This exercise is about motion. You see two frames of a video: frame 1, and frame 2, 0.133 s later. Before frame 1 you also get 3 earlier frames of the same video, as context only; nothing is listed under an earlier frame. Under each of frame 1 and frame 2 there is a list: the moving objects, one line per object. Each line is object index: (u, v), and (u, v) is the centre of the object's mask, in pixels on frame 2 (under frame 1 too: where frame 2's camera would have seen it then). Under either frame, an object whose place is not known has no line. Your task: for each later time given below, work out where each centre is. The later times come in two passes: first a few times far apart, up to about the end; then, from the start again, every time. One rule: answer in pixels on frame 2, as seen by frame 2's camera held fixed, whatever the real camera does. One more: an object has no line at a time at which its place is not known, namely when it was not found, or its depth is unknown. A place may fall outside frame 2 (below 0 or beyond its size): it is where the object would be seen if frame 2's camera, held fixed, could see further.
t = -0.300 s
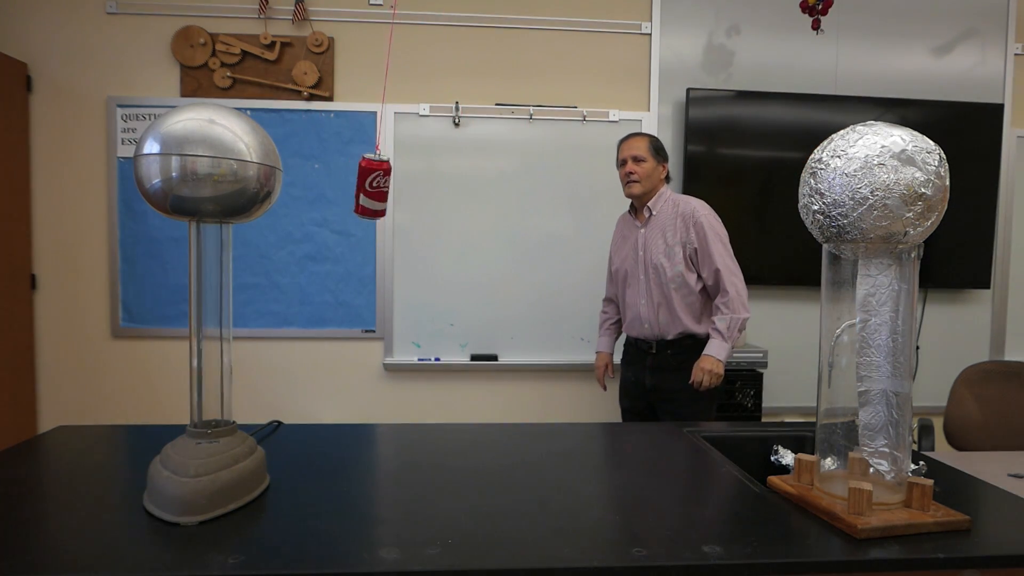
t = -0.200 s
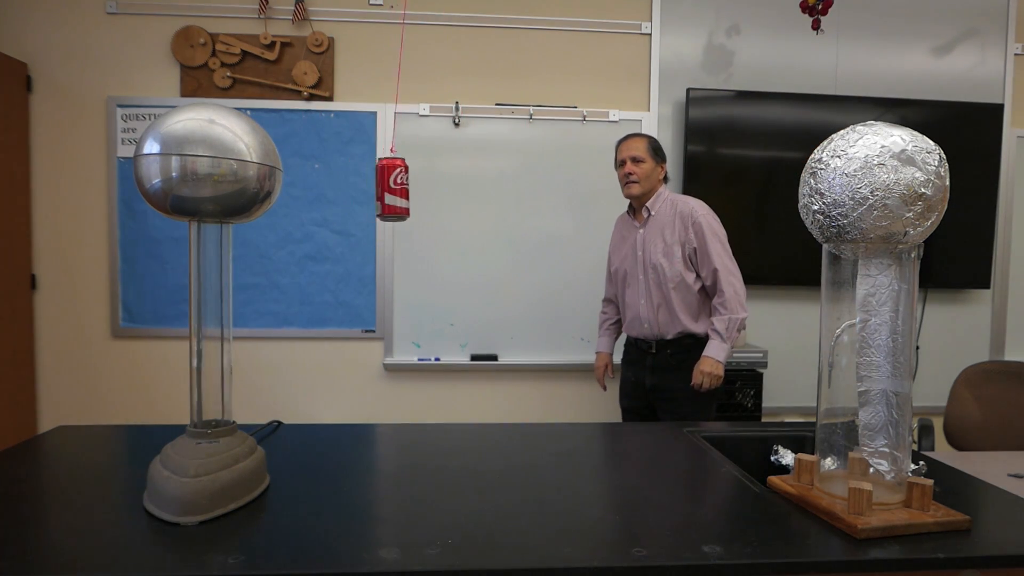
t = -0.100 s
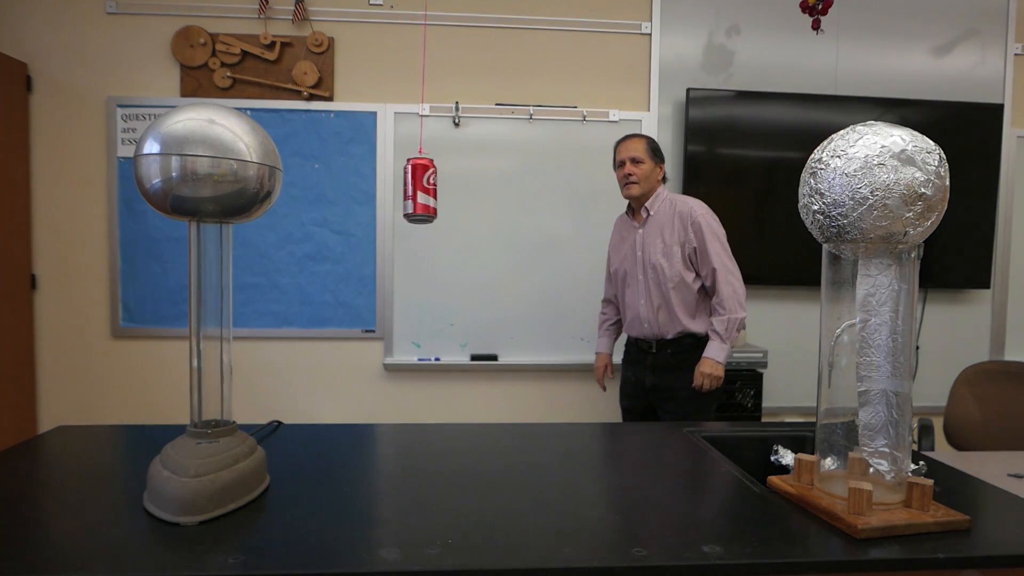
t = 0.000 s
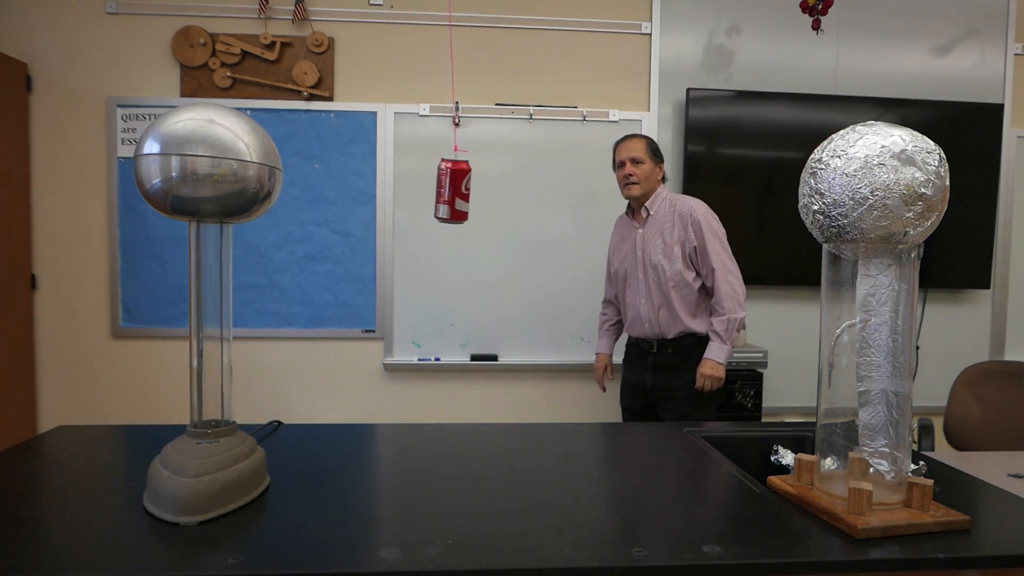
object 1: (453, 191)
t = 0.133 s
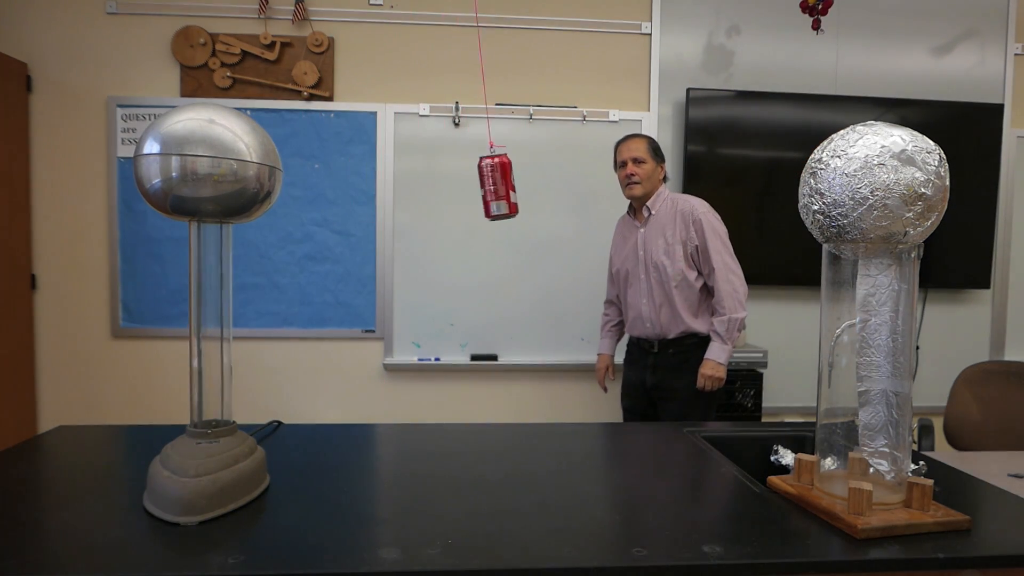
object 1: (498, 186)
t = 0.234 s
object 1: (527, 181)
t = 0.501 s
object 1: (563, 172)
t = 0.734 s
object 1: (533, 180)
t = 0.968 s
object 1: (465, 189)
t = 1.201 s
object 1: (401, 189)
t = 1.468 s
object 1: (377, 188)
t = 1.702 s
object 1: (409, 191)
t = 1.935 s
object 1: (468, 191)
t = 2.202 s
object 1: (522, 185)
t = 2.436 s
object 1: (531, 182)
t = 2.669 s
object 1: (500, 185)
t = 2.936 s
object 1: (440, 187)
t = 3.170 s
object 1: (406, 189)
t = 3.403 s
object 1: (412, 191)
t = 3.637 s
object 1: (452, 192)
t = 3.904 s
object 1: (504, 189)
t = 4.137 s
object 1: (526, 186)
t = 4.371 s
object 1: (514, 186)
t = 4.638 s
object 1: (466, 189)
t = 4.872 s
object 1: (422, 189)
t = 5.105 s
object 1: (406, 188)
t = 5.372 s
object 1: (432, 190)
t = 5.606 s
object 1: (475, 190)
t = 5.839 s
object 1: (508, 188)
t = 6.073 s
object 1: (515, 186)
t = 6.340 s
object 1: (487, 190)
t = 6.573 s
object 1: (446, 191)
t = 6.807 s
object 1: (415, 190)
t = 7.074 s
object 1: (416, 189)
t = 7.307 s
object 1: (447, 189)
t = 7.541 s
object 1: (486, 189)
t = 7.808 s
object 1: (509, 187)
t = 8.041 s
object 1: (500, 189)
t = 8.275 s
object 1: (469, 192)
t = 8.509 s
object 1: (434, 192)
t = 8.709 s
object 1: (417, 191)
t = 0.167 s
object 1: (508, 185)
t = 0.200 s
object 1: (518, 183)
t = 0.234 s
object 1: (527, 181)
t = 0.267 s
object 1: (535, 179)
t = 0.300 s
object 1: (542, 179)
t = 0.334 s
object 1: (549, 177)
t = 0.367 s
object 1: (554, 175)
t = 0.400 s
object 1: (558, 174)
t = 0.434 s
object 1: (560, 173)
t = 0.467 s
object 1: (562, 172)
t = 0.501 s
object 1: (563, 172)
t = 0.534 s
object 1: (562, 173)
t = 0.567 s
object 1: (560, 174)
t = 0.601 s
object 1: (557, 175)
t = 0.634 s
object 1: (552, 175)
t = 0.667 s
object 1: (547, 177)
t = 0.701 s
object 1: (541, 178)
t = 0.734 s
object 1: (533, 180)
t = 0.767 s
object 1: (525, 181)
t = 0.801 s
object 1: (516, 183)
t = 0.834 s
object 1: (507, 184)
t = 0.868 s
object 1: (497, 186)
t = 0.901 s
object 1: (486, 187)
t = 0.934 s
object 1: (476, 189)
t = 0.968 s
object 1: (465, 189)
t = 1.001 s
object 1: (455, 190)
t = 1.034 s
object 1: (444, 190)
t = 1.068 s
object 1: (434, 190)
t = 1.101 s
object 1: (425, 191)
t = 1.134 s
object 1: (416, 190)
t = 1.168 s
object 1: (408, 190)
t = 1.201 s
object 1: (401, 189)
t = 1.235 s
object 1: (394, 189)
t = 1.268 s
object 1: (389, 189)
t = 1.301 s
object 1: (384, 188)
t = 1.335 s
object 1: (381, 188)
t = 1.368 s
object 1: (378, 188)
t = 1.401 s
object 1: (377, 188)
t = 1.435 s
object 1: (377, 188)
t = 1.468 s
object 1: (377, 188)
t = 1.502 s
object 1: (379, 189)
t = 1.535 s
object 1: (382, 189)
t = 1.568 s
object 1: (385, 189)
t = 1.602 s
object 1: (390, 190)
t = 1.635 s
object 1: (395, 190)
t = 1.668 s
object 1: (402, 191)
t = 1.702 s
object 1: (409, 191)
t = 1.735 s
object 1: (416, 191)
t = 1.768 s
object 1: (425, 191)
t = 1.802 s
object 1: (433, 192)
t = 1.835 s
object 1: (442, 192)
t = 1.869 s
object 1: (451, 192)
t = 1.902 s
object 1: (460, 192)
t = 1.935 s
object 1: (468, 191)
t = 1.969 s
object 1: (477, 190)
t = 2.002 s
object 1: (485, 190)
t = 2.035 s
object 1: (492, 190)
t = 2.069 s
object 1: (500, 189)
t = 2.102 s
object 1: (506, 188)
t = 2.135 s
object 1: (512, 187)
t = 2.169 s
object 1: (517, 186)
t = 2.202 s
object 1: (522, 185)
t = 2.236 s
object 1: (526, 185)
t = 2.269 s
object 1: (529, 184)
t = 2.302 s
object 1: (531, 183)
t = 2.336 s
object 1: (532, 183)
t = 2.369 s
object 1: (533, 182)
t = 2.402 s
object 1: (532, 182)
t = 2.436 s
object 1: (531, 182)
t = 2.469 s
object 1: (529, 183)
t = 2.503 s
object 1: (526, 183)
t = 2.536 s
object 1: (522, 183)
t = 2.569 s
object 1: (518, 183)
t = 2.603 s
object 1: (512, 184)
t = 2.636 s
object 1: (506, 185)
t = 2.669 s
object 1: (500, 185)
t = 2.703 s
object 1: (493, 186)
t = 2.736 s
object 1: (486, 185)
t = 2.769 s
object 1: (478, 186)
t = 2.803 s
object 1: (471, 187)
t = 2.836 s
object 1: (463, 188)
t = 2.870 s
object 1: (455, 188)
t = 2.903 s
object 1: (448, 188)
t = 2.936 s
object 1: (440, 187)
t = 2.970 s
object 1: (433, 188)
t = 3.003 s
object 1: (427, 188)
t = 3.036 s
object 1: (421, 188)
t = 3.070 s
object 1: (416, 189)
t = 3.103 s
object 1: (412, 188)
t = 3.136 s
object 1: (408, 188)
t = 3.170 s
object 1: (406, 189)
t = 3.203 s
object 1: (404, 189)
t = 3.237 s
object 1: (403, 189)
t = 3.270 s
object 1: (403, 189)
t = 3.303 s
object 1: (404, 189)
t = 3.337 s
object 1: (406, 190)
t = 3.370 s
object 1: (409, 190)
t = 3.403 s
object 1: (412, 191)
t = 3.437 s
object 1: (416, 191)
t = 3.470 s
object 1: (421, 192)
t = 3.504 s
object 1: (426, 192)
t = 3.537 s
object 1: (432, 192)
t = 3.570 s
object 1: (439, 192)
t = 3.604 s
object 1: (445, 193)
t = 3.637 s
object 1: (452, 192)
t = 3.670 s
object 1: (459, 192)
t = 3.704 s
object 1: (466, 191)
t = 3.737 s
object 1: (473, 191)
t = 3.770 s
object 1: (480, 191)
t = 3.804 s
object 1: (486, 191)
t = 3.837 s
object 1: (493, 190)
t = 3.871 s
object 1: (499, 190)
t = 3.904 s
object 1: (504, 189)
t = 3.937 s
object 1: (509, 188)
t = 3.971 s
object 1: (514, 188)
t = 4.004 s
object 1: (518, 187)
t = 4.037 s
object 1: (521, 187)
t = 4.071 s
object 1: (523, 186)
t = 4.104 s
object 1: (525, 186)
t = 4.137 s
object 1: (526, 186)
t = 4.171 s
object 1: (527, 185)
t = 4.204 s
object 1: (527, 185)
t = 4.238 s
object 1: (525, 185)
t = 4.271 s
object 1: (524, 185)
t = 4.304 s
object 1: (521, 185)
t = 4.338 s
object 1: (518, 186)
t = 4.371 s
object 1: (514, 186)
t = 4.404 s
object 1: (509, 186)
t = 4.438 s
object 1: (504, 187)
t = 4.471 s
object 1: (499, 187)
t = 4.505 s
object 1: (493, 188)
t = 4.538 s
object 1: (487, 189)
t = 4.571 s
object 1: (480, 189)
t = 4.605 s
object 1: (473, 189)
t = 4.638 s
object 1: (466, 189)
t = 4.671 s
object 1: (459, 190)
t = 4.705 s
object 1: (452, 190)
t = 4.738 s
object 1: (445, 190)
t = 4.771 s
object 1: (439, 189)
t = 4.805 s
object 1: (433, 189)
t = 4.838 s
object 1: (427, 189)
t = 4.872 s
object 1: (422, 189)
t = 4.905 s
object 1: (417, 188)
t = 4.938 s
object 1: (413, 188)
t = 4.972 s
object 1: (410, 188)
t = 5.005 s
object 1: (408, 188)
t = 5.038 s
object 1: (406, 188)
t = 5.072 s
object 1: (406, 188)
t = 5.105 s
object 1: (406, 188)
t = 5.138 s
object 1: (407, 188)
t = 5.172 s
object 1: (408, 188)
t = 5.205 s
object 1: (411, 189)
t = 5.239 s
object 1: (414, 189)
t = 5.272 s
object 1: (417, 189)
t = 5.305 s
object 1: (422, 190)
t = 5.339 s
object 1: (427, 190)
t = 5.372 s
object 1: (432, 190)
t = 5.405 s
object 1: (438, 190)
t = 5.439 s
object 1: (444, 190)
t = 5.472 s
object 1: (450, 191)
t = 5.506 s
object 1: (456, 191)
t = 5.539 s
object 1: (462, 191)
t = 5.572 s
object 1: (469, 190)
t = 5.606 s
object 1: (475, 190)
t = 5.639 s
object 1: (481, 190)
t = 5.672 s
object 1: (486, 189)
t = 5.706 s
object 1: (492, 189)
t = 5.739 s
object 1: (497, 189)
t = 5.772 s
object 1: (501, 188)
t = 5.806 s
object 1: (505, 188)
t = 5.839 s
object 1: (508, 188)
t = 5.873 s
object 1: (511, 187)
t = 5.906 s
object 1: (513, 187)
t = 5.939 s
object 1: (515, 187)
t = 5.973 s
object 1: (516, 186)
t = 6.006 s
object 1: (516, 186)
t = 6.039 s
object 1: (516, 186)
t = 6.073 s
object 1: (515, 186)
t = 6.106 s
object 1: (513, 187)
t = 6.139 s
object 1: (511, 187)
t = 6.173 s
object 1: (508, 188)
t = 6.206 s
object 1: (505, 188)
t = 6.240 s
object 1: (501, 189)
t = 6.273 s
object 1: (496, 189)
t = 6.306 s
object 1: (492, 190)
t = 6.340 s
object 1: (487, 190)
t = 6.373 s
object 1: (481, 191)
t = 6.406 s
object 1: (476, 191)
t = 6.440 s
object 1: (470, 191)
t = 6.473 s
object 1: (464, 191)
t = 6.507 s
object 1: (458, 191)
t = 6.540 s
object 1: (452, 191)
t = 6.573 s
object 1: (446, 191)
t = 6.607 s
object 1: (440, 191)
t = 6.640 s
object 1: (435, 191)
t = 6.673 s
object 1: (430, 191)
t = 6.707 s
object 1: (425, 191)
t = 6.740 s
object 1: (421, 190)
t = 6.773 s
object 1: (418, 190)
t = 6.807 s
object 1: (415, 190)
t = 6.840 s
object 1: (413, 190)
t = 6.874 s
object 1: (411, 189)
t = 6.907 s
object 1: (410, 189)
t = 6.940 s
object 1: (410, 189)
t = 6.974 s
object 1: (410, 189)
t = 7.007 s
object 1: (411, 189)
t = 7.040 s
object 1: (413, 189)
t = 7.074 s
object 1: (416, 189)
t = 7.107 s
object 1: (419, 189)
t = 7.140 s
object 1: (423, 189)
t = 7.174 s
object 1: (427, 189)
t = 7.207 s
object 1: (431, 189)
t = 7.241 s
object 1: (436, 189)
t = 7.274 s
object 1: (442, 189)
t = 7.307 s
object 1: (447, 189)
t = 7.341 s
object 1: (453, 189)
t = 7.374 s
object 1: (459, 189)
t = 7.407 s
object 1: (465, 189)
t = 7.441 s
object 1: (471, 189)
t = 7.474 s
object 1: (476, 189)
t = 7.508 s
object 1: (481, 189)
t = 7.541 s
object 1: (486, 189)
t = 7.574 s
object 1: (491, 188)
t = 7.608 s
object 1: (495, 188)
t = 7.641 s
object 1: (499, 187)
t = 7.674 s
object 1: (502, 187)
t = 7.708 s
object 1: (505, 187)
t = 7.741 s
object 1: (507, 187)
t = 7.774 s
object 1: (508, 187)
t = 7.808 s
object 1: (509, 187)
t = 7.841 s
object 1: (510, 187)
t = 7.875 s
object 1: (509, 187)
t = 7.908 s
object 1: (508, 187)
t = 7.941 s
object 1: (507, 188)
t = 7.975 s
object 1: (505, 188)
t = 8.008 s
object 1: (503, 188)
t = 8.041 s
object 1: (500, 189)
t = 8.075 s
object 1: (496, 189)
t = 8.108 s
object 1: (492, 189)
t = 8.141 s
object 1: (488, 190)
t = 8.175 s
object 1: (484, 190)
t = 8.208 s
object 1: (479, 191)
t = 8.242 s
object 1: (474, 191)
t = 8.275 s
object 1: (469, 192)
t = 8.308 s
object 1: (463, 191)
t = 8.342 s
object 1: (458, 192)
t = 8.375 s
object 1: (453, 192)
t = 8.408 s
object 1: (448, 192)
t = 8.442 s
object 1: (443, 192)
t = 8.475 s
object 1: (438, 192)
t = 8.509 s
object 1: (434, 192)
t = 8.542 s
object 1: (430, 191)
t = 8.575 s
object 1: (426, 191)
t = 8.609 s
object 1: (423, 192)
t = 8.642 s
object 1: (420, 191)
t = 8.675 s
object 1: (418, 191)
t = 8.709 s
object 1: (417, 191)
